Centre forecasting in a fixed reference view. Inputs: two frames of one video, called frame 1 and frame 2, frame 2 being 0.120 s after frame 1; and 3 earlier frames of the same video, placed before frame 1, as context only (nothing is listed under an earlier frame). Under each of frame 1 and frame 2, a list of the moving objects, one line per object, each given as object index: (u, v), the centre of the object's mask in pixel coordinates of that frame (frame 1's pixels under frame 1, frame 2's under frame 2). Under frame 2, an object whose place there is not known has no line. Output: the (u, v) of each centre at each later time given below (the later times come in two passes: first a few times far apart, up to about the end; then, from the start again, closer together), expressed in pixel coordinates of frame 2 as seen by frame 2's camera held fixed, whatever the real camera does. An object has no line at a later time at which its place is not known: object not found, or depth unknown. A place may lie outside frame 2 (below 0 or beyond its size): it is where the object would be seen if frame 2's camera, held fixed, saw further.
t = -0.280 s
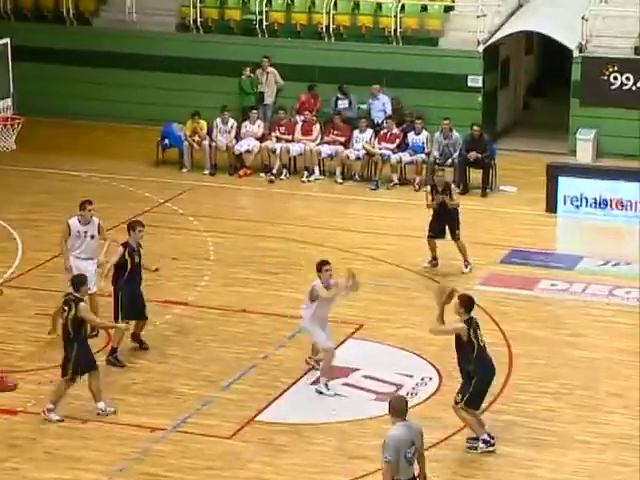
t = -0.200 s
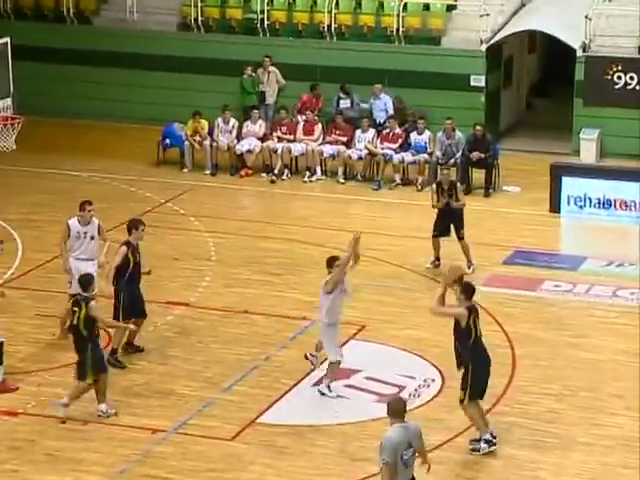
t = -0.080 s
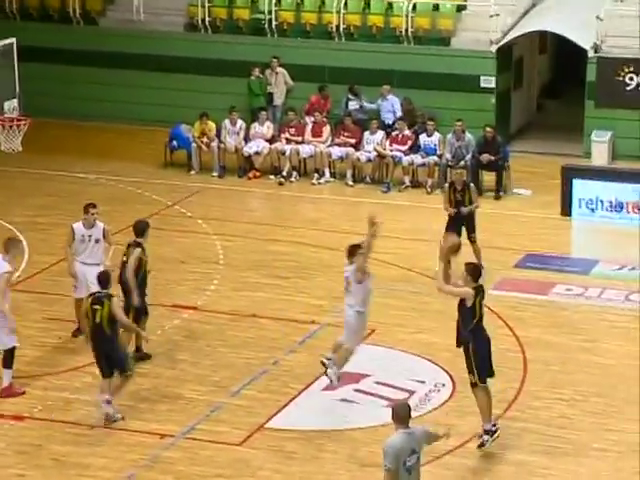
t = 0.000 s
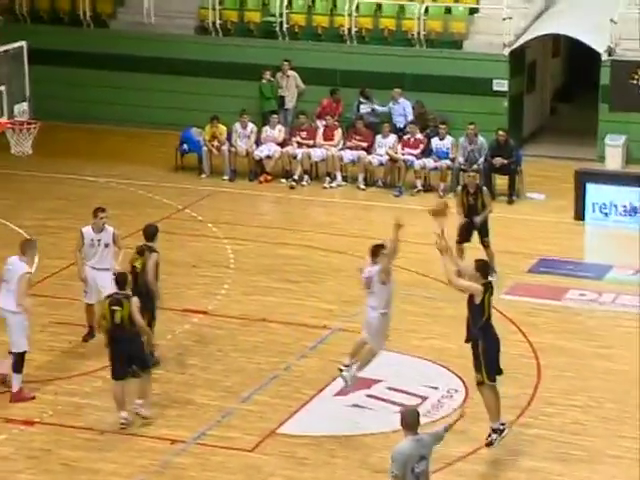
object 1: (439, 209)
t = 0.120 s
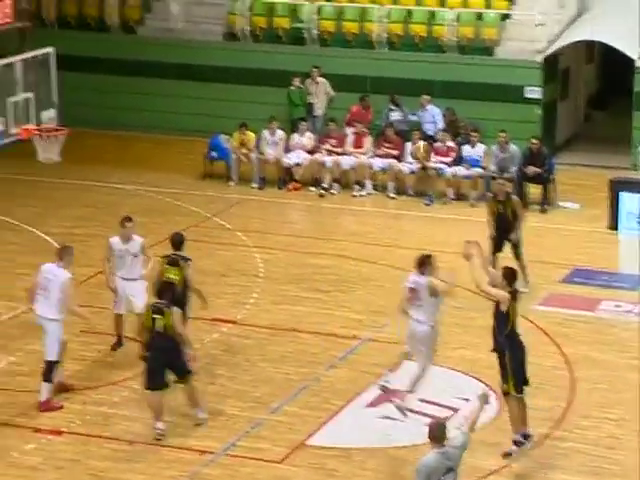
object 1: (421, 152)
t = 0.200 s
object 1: (391, 115)
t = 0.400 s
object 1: (312, 52)
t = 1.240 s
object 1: (46, 134)
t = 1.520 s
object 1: (70, 150)
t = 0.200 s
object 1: (391, 115)
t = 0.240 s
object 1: (373, 100)
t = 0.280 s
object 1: (358, 86)
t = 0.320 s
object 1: (343, 74)
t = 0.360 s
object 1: (327, 61)
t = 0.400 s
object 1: (312, 52)
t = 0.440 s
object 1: (298, 42)
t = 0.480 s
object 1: (284, 35)
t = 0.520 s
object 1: (271, 30)
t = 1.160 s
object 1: (61, 108)
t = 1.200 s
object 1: (48, 124)
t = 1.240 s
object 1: (46, 134)
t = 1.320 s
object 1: (53, 147)
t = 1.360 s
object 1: (59, 145)
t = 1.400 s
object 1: (60, 142)
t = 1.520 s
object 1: (70, 150)
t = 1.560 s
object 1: (71, 152)
